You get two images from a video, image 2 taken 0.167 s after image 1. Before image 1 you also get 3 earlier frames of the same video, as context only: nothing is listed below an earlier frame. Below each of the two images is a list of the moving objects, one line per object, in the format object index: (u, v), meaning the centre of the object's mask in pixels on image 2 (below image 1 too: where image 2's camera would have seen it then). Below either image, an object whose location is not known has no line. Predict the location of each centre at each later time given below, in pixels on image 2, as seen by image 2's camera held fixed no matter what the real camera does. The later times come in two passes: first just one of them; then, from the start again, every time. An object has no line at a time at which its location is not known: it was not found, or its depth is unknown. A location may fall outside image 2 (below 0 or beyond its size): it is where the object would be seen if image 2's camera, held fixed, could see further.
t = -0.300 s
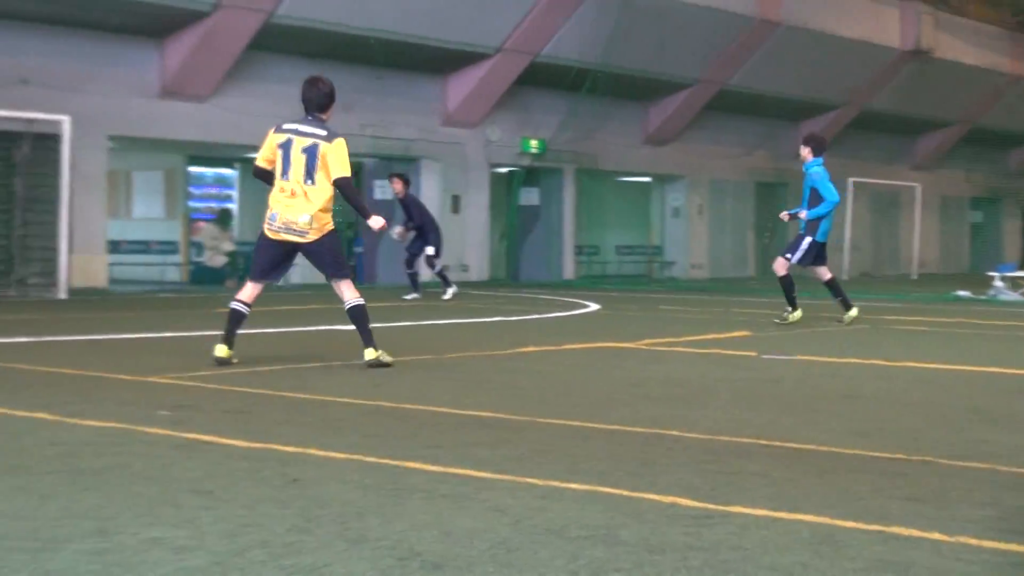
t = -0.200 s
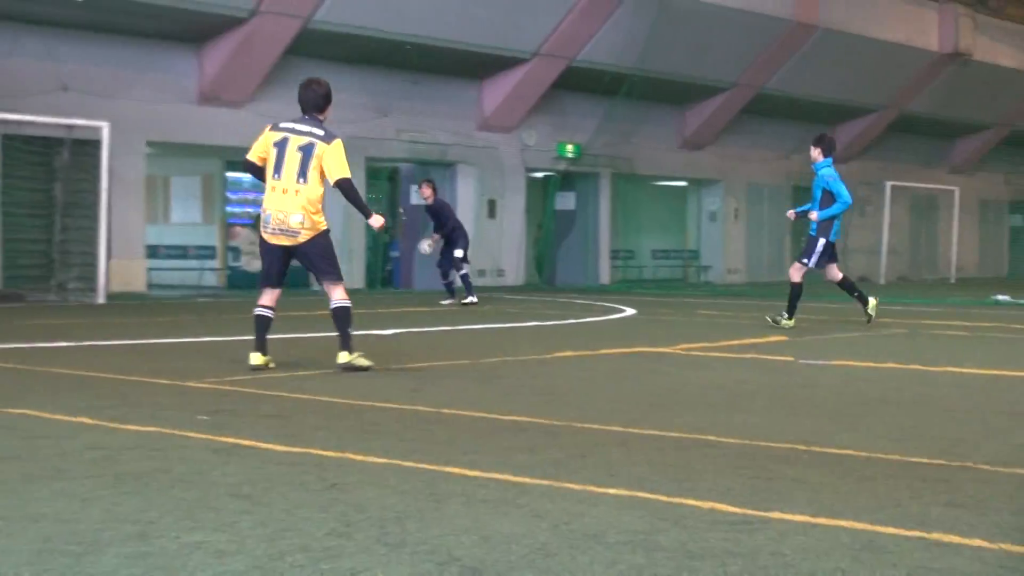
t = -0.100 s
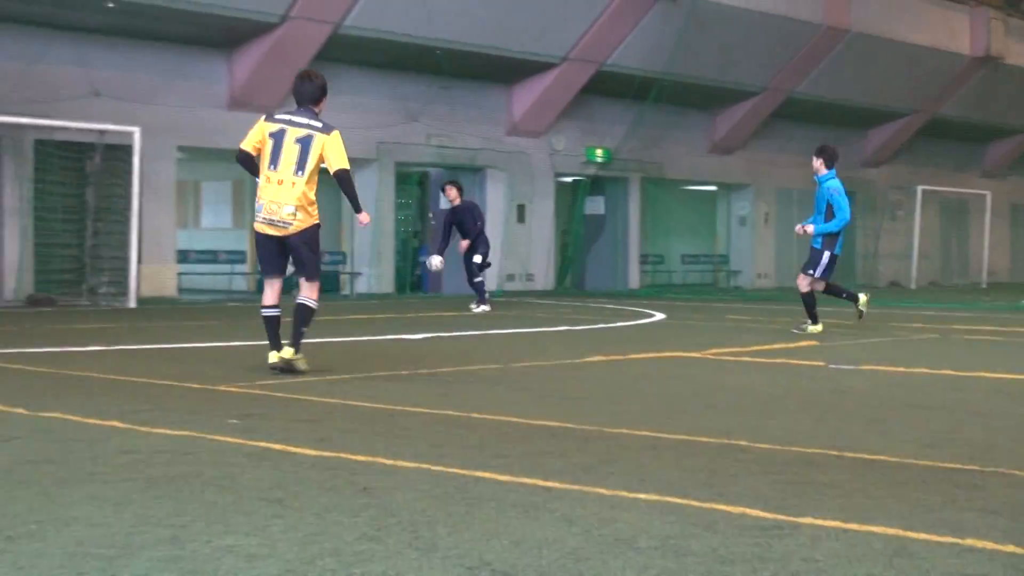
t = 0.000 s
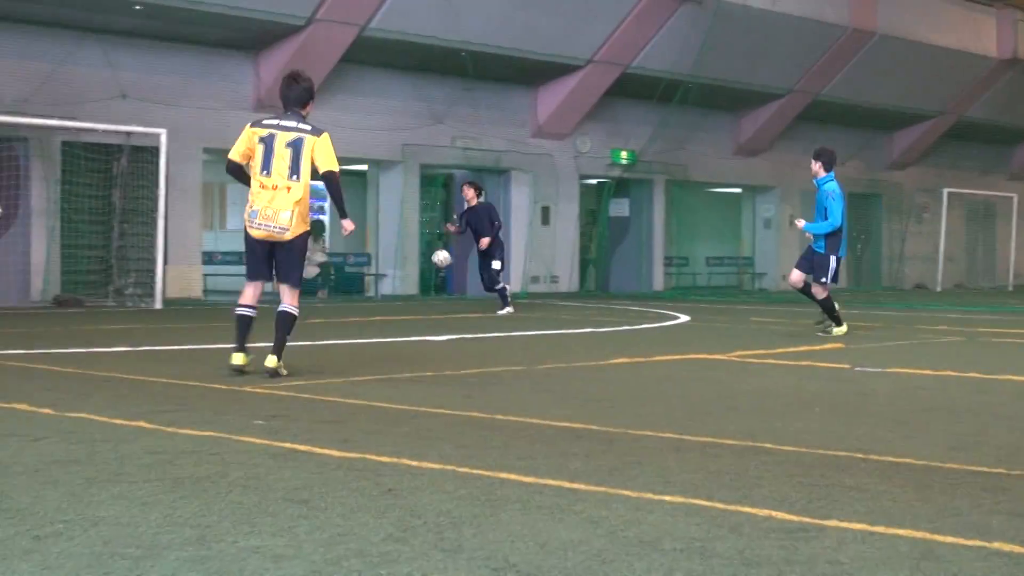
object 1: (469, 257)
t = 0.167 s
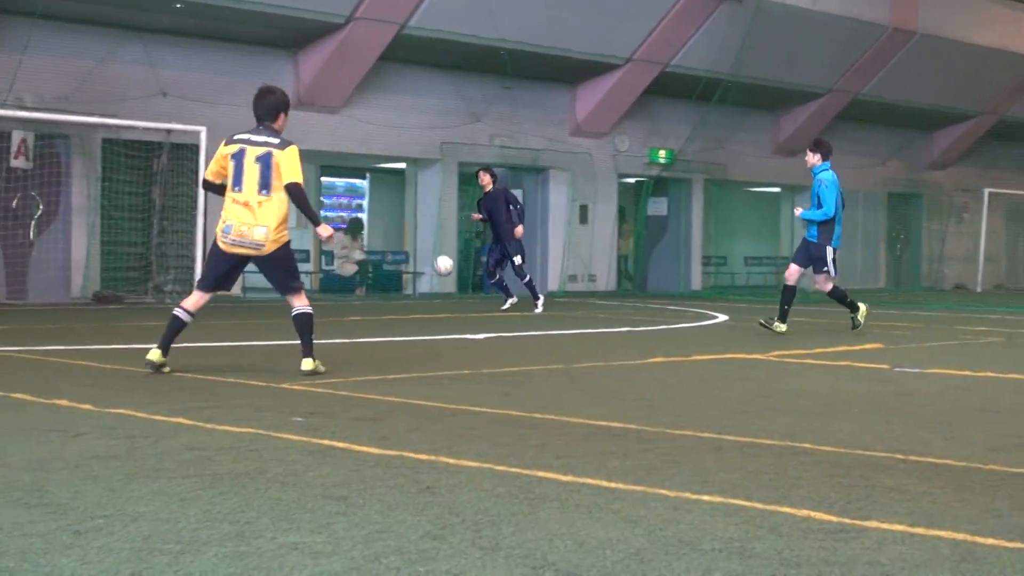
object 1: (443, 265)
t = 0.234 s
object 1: (430, 278)
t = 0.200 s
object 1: (437, 271)
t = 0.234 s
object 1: (430, 278)
